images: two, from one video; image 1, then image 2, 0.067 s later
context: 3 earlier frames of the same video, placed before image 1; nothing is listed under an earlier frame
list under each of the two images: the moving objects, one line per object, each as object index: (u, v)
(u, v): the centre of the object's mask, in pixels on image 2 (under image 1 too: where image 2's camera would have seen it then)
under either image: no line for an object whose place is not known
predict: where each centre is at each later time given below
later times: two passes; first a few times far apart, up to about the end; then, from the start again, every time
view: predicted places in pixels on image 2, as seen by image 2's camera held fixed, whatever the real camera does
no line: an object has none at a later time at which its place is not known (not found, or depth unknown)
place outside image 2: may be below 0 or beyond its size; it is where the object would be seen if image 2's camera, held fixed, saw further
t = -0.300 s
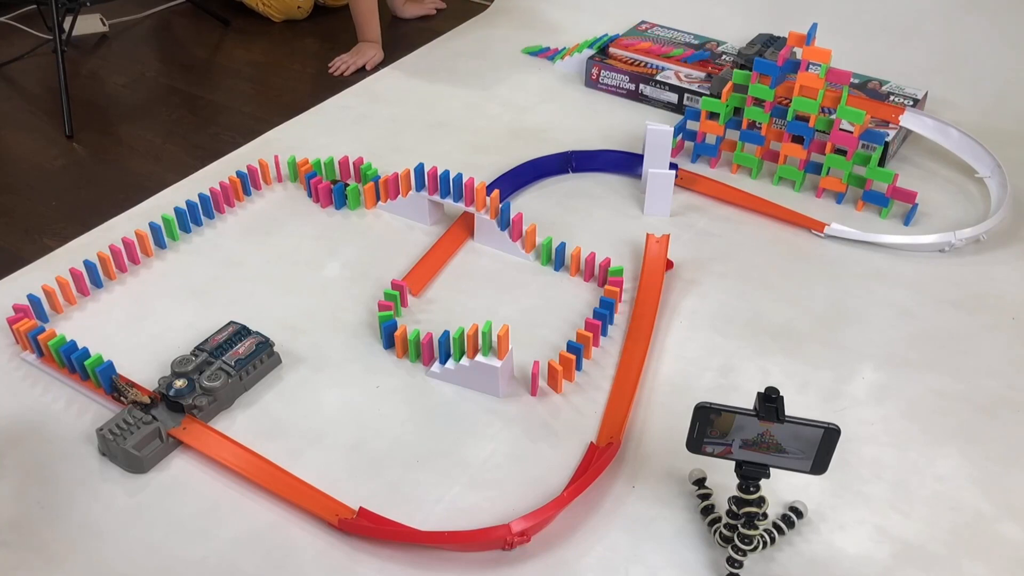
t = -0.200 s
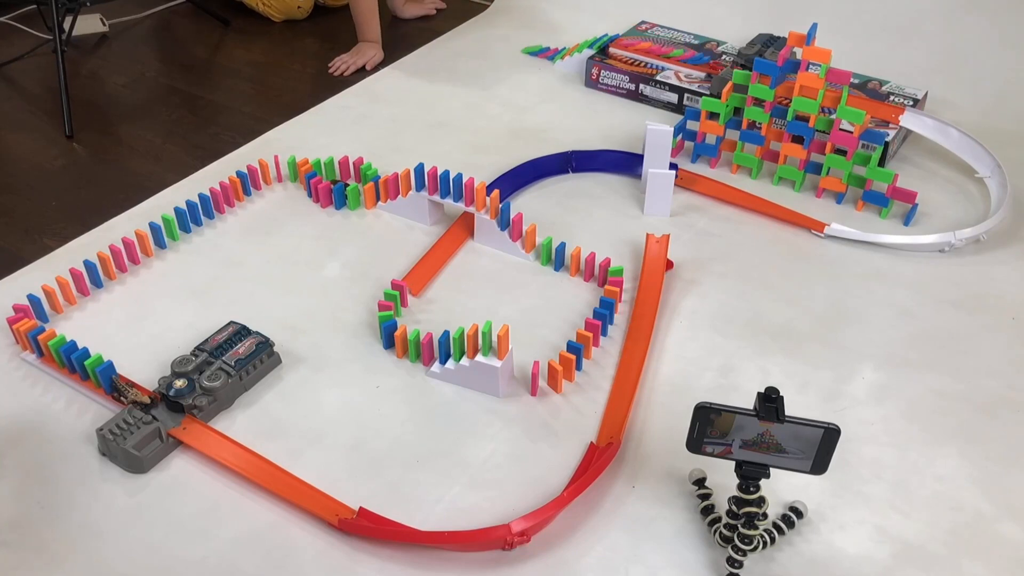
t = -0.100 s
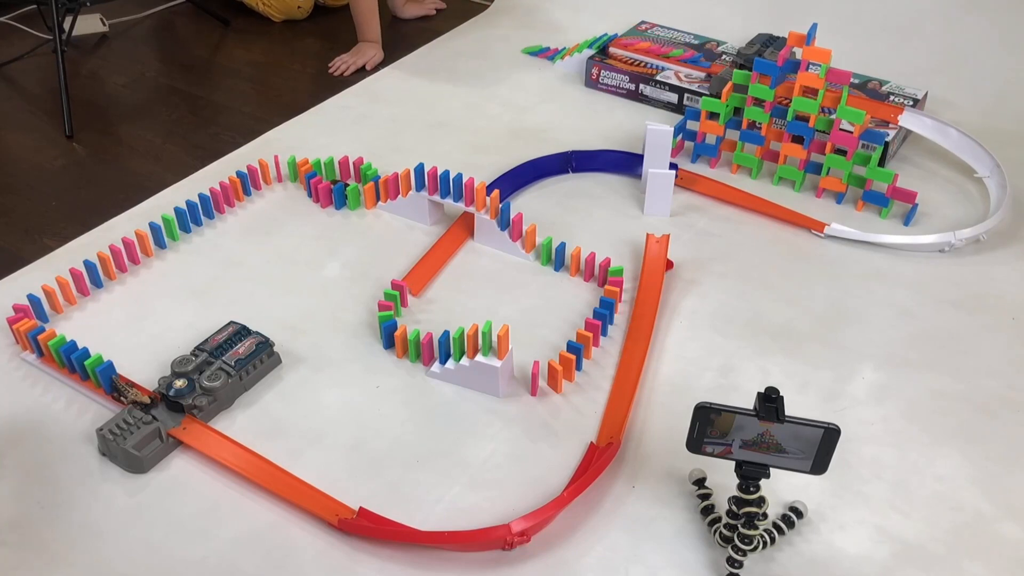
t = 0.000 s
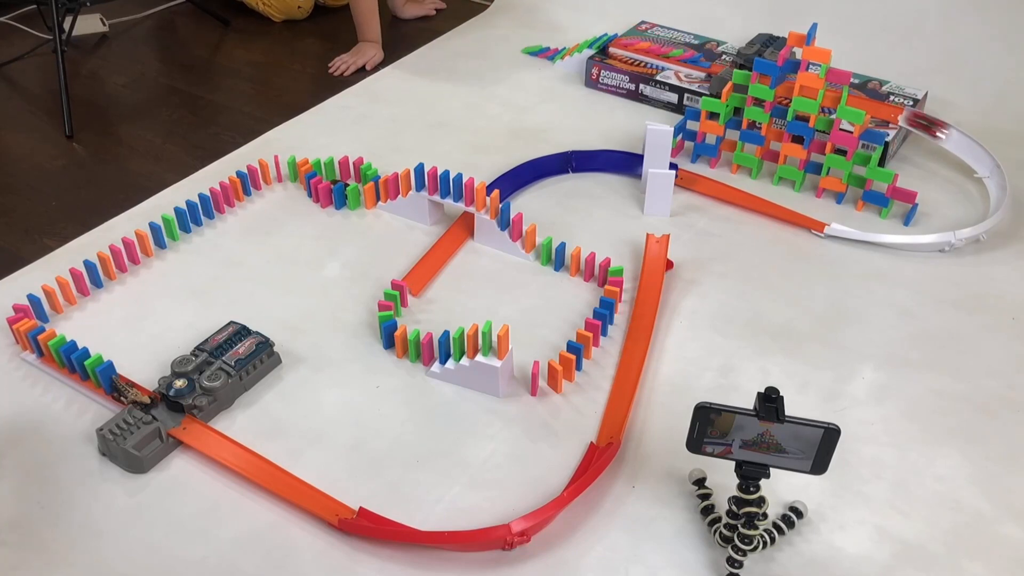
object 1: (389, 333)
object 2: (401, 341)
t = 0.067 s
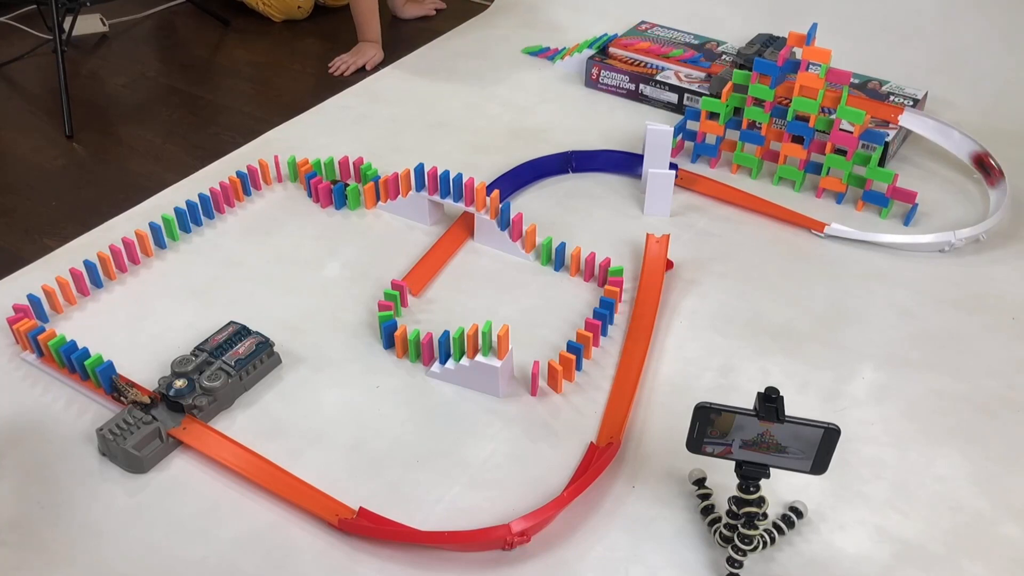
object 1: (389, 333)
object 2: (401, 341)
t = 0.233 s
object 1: (389, 333)
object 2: (401, 341)
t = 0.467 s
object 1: (389, 333)
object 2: (401, 341)
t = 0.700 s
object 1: (389, 333)
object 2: (401, 341)
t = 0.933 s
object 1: (389, 333)
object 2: (401, 341)
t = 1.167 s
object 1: (364, 356)
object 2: (366, 411)
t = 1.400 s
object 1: (364, 356)
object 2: (333, 462)
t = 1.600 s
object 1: (364, 356)
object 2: (333, 462)
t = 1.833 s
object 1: (364, 356)
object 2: (333, 462)
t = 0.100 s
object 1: (389, 333)
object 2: (401, 341)
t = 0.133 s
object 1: (389, 333)
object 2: (401, 341)
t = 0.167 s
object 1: (389, 333)
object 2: (401, 341)
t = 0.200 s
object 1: (389, 333)
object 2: (401, 341)
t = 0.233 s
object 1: (389, 333)
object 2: (401, 341)
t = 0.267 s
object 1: (389, 333)
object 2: (401, 341)
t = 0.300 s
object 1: (389, 333)
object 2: (401, 341)
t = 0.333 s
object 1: (389, 333)
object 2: (401, 341)
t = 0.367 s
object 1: (389, 333)
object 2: (401, 341)
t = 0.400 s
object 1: (389, 333)
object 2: (401, 341)
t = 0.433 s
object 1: (389, 333)
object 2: (401, 341)
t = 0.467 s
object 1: (389, 333)
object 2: (401, 341)
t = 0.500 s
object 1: (389, 333)
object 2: (401, 341)
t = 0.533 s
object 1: (389, 333)
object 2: (401, 341)
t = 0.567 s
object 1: (389, 333)
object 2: (401, 341)
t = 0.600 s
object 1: (389, 333)
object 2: (401, 341)
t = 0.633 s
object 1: (389, 333)
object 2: (401, 341)
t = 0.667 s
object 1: (389, 333)
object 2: (401, 341)
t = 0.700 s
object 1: (389, 333)
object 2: (401, 341)
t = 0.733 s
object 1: (389, 333)
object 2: (401, 341)
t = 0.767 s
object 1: (389, 333)
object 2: (401, 341)
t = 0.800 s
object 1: (389, 333)
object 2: (401, 341)
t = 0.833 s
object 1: (389, 333)
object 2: (401, 341)
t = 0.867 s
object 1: (389, 333)
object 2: (401, 341)
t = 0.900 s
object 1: (389, 333)
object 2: (401, 341)
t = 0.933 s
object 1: (389, 333)
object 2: (401, 341)
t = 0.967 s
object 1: (385, 333)
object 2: (400, 342)
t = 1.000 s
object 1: (378, 337)
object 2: (396, 347)
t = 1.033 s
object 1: (370, 346)
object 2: (393, 359)
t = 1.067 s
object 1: (366, 352)
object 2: (388, 372)
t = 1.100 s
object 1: (365, 352)
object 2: (380, 382)
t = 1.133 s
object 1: (364, 356)
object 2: (373, 395)
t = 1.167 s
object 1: (364, 356)
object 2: (366, 411)
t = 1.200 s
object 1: (364, 356)
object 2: (359, 423)
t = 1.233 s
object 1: (364, 356)
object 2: (351, 434)
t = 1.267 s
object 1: (364, 356)
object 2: (344, 447)
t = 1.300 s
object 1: (364, 356)
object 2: (338, 454)
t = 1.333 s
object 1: (364, 356)
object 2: (335, 459)
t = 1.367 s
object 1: (364, 356)
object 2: (333, 461)
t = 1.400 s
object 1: (364, 356)
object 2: (333, 462)
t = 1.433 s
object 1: (364, 356)
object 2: (333, 462)
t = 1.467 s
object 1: (364, 356)
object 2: (333, 462)
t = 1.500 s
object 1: (364, 356)
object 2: (333, 462)
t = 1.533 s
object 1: (364, 356)
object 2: (333, 462)
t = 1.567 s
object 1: (364, 356)
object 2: (333, 462)
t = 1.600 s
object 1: (364, 356)
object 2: (333, 462)
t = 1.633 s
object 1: (364, 356)
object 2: (333, 462)
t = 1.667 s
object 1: (364, 356)
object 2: (333, 462)
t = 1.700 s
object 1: (364, 356)
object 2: (333, 462)
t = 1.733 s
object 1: (364, 356)
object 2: (333, 462)
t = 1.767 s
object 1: (364, 356)
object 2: (333, 462)
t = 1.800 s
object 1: (364, 356)
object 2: (333, 462)
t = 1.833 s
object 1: (364, 356)
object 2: (333, 462)
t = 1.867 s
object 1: (364, 356)
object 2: (333, 462)
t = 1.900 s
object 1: (364, 357)
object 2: (333, 462)
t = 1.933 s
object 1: (364, 356)
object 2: (333, 462)
